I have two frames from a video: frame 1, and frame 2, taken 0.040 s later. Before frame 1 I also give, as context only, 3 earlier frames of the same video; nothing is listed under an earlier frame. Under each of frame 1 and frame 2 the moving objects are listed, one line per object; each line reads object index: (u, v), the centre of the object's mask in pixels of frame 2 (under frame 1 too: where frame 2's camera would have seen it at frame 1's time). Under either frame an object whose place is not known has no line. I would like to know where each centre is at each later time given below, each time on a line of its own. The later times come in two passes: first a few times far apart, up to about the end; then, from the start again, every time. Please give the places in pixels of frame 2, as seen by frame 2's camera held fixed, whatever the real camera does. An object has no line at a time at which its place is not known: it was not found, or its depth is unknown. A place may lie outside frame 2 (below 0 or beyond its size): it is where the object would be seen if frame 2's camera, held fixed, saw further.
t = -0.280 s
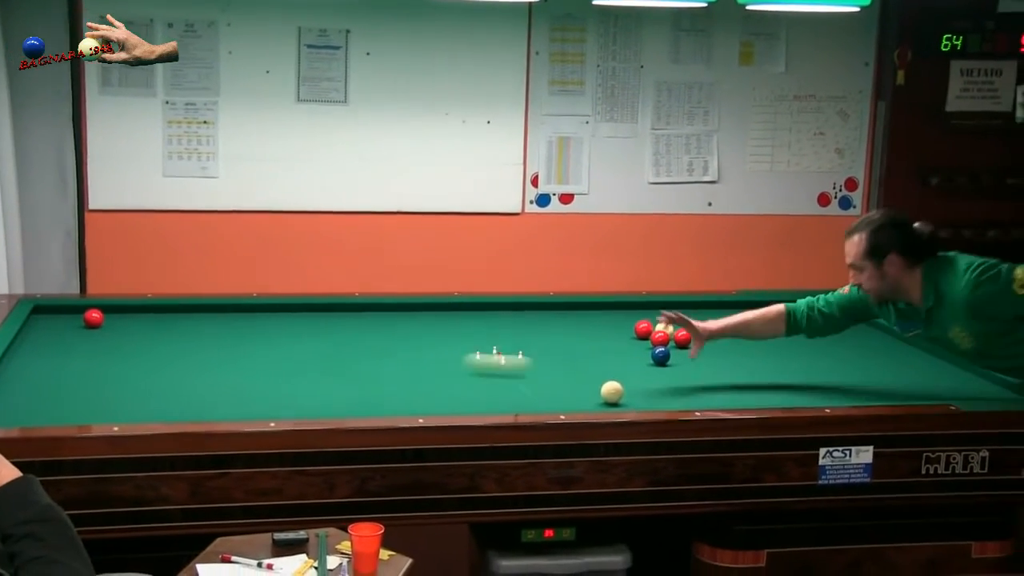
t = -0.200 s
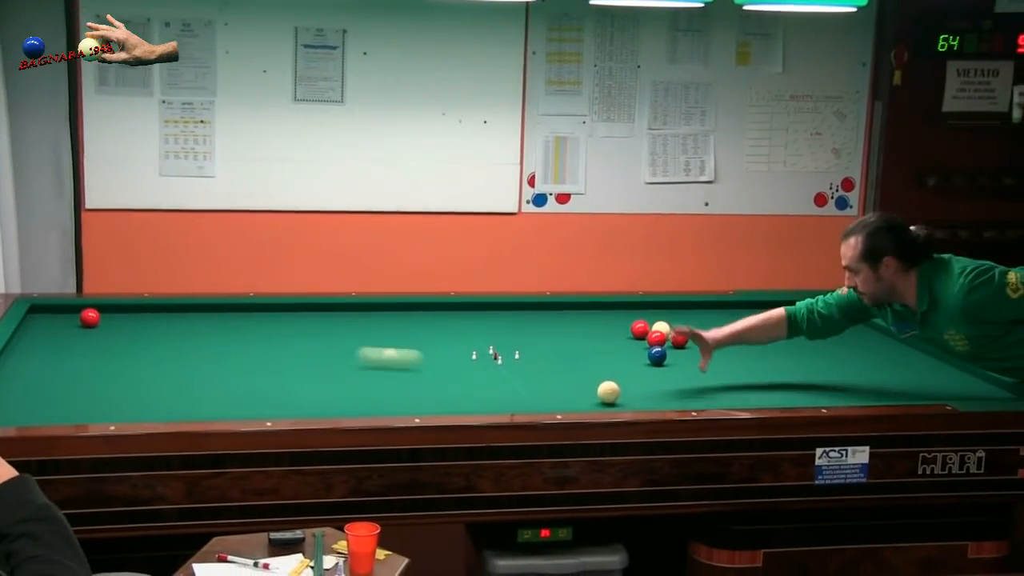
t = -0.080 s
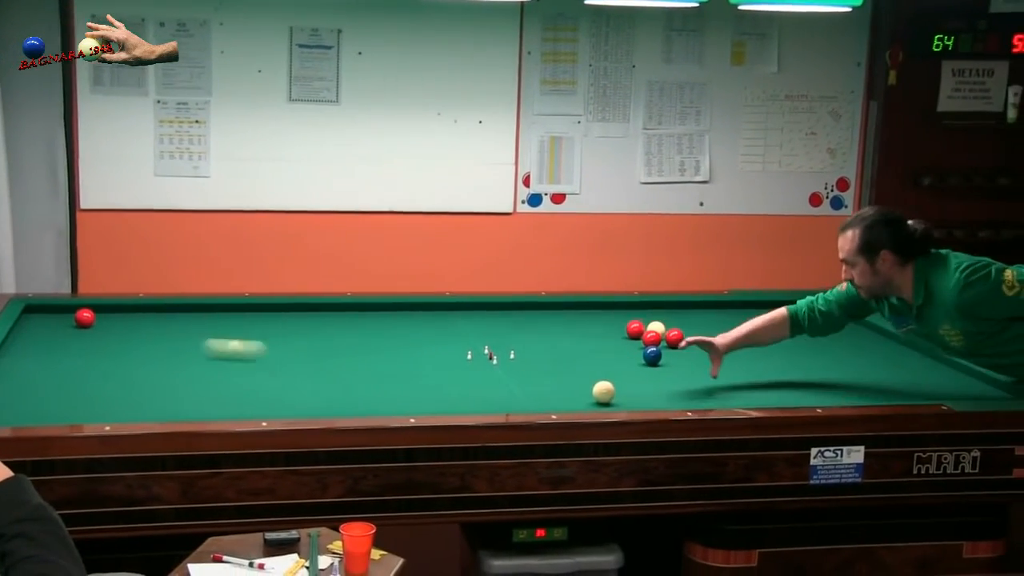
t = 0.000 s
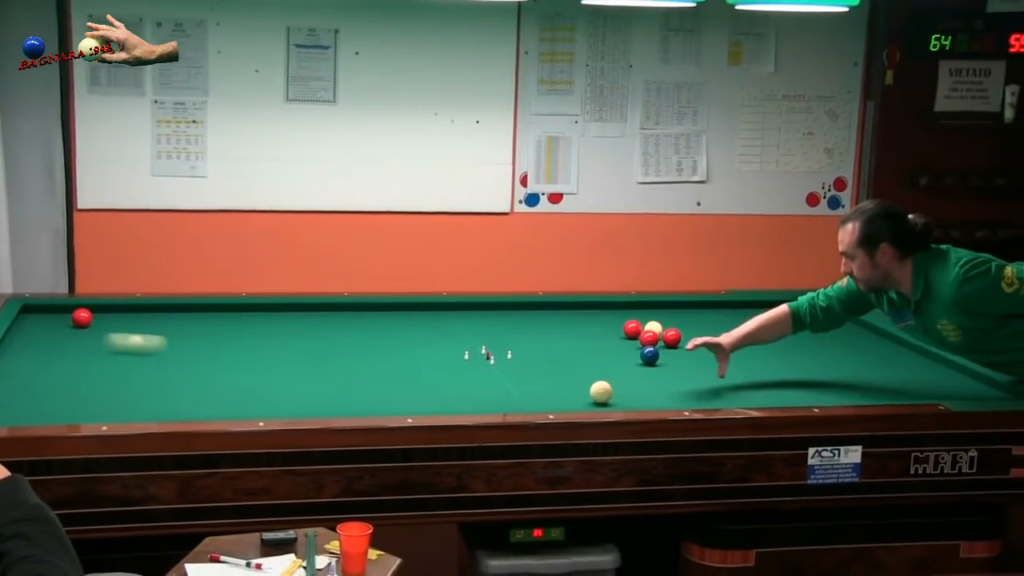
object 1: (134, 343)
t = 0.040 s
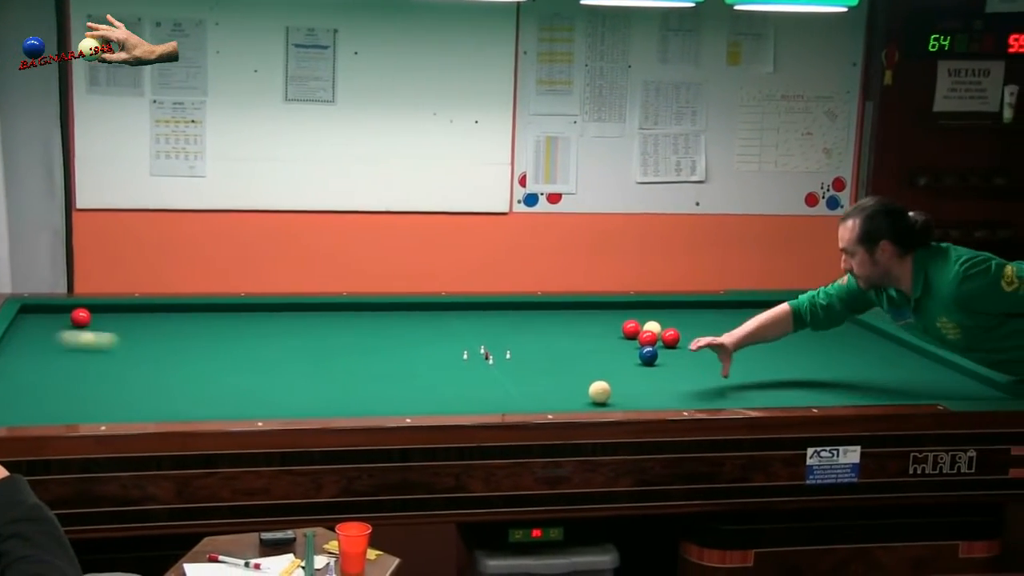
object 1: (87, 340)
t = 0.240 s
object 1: (137, 329)
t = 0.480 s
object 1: (325, 318)
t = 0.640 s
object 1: (424, 312)
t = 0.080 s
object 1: (41, 337)
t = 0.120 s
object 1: (25, 335)
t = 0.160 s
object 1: (62, 333)
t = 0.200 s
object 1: (101, 331)
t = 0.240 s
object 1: (137, 329)
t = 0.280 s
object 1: (172, 327)
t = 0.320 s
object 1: (205, 325)
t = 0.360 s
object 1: (237, 323)
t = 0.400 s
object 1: (268, 321)
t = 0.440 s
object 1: (297, 319)
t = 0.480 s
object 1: (325, 318)
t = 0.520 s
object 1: (351, 316)
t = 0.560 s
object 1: (377, 314)
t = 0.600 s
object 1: (401, 313)
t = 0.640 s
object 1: (424, 312)
